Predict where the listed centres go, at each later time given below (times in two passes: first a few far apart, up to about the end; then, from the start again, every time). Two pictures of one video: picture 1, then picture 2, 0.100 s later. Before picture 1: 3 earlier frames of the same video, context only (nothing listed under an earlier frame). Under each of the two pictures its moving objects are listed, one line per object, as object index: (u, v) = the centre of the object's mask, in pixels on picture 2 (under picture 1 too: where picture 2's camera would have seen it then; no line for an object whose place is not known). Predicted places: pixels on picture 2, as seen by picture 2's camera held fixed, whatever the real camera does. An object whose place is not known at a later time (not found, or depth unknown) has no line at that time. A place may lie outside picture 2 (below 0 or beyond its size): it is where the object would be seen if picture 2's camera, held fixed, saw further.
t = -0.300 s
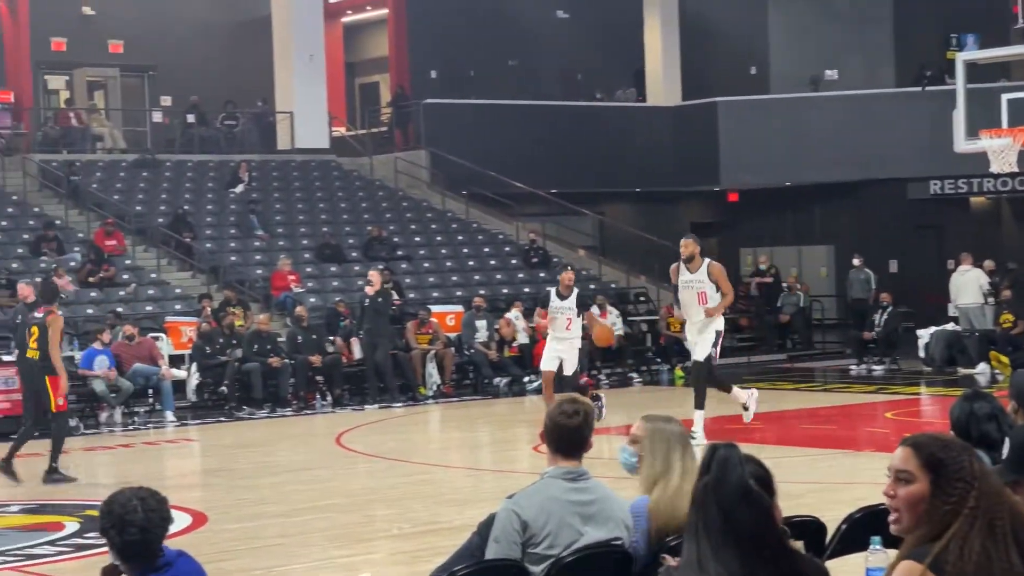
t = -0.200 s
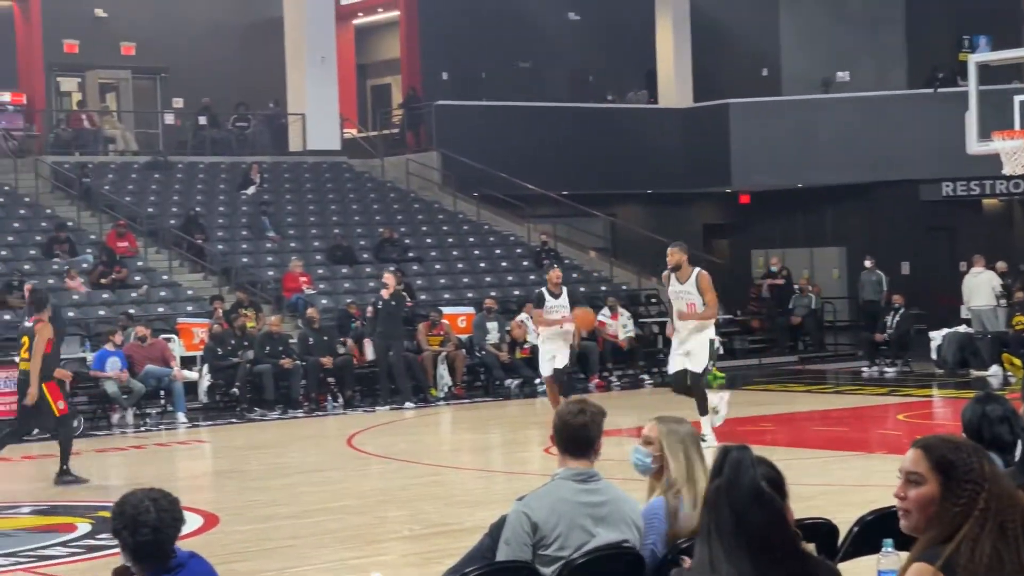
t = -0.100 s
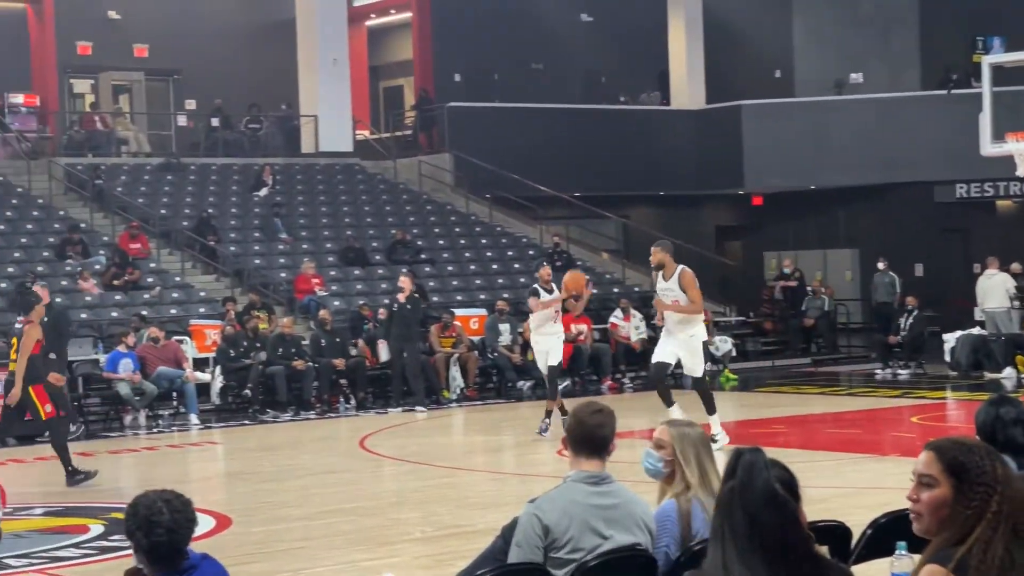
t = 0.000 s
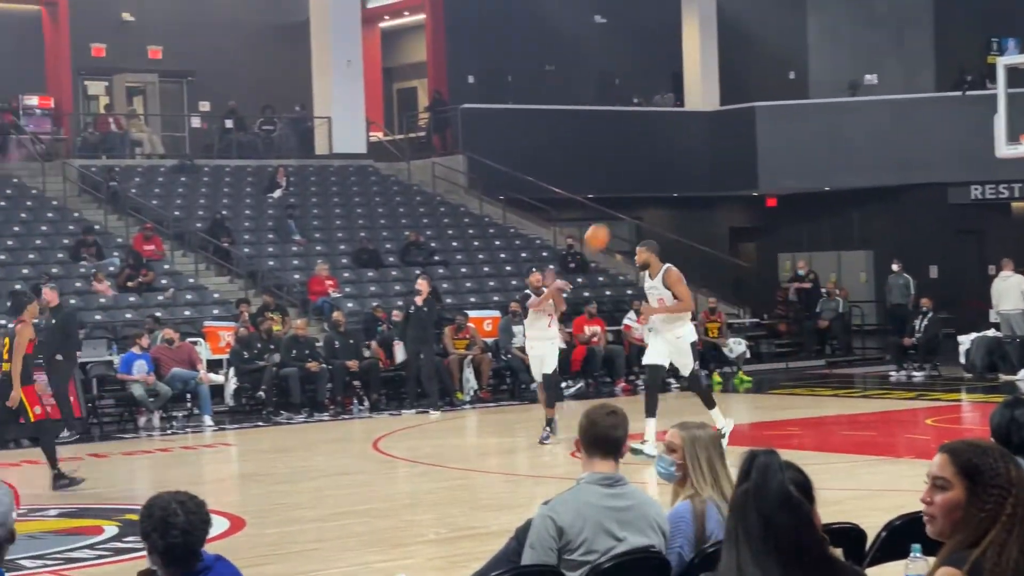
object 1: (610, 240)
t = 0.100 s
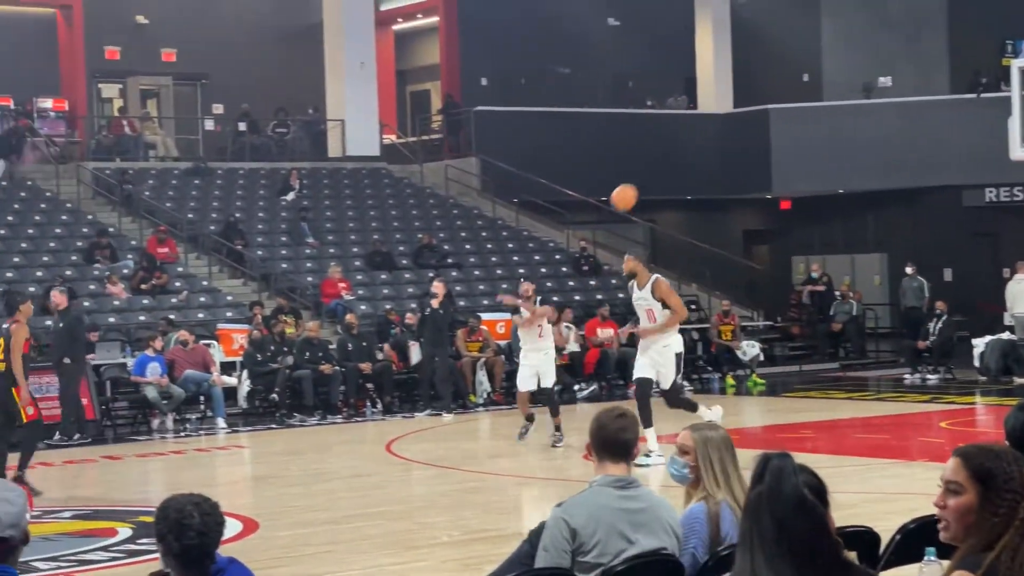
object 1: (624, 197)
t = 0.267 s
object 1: (650, 144)
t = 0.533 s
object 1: (699, 112)
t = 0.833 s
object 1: (771, 172)
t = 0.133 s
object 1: (629, 185)
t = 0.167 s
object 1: (634, 173)
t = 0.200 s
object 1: (639, 163)
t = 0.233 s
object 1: (645, 153)
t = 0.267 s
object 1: (650, 144)
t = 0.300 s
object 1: (656, 136)
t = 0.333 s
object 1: (662, 129)
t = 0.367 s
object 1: (668, 124)
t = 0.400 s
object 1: (674, 119)
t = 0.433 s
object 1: (680, 115)
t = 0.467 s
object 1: (686, 113)
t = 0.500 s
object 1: (693, 112)
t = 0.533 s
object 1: (699, 112)
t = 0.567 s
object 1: (706, 112)
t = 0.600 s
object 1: (714, 115)
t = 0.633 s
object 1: (721, 119)
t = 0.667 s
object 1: (729, 124)
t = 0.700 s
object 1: (737, 130)
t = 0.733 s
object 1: (745, 138)
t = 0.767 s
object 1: (754, 148)
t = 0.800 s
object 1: (762, 159)
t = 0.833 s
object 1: (771, 172)
